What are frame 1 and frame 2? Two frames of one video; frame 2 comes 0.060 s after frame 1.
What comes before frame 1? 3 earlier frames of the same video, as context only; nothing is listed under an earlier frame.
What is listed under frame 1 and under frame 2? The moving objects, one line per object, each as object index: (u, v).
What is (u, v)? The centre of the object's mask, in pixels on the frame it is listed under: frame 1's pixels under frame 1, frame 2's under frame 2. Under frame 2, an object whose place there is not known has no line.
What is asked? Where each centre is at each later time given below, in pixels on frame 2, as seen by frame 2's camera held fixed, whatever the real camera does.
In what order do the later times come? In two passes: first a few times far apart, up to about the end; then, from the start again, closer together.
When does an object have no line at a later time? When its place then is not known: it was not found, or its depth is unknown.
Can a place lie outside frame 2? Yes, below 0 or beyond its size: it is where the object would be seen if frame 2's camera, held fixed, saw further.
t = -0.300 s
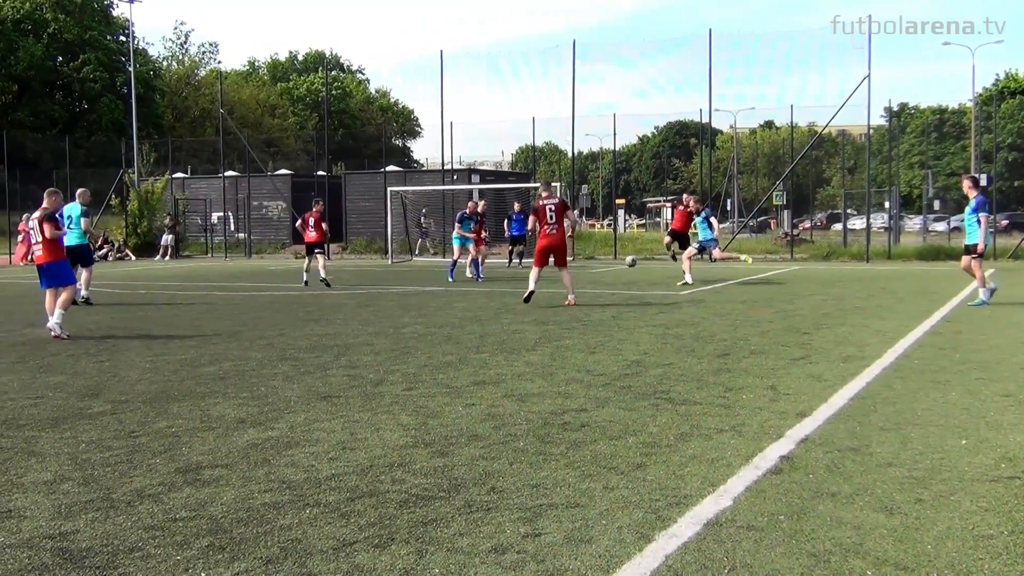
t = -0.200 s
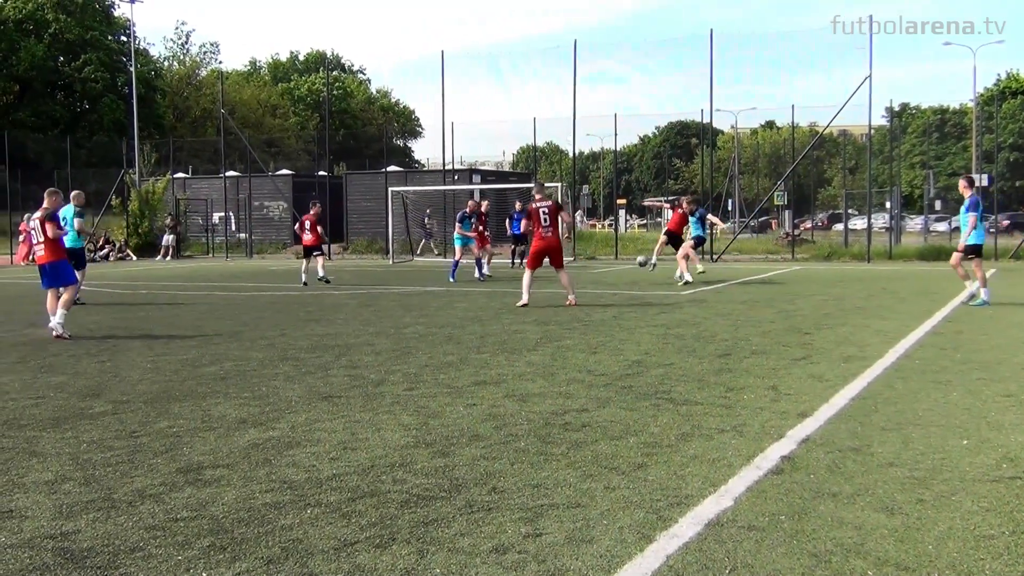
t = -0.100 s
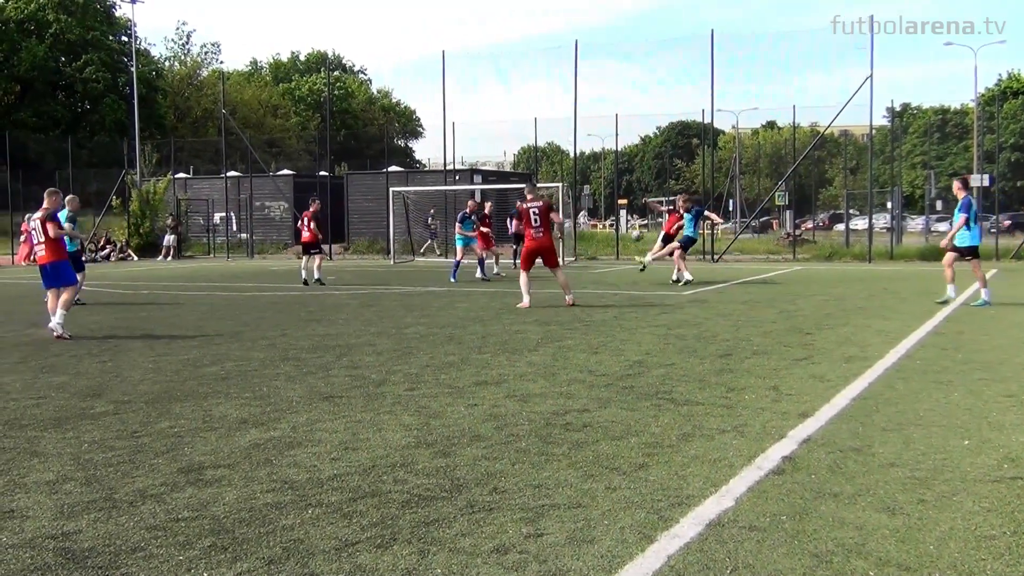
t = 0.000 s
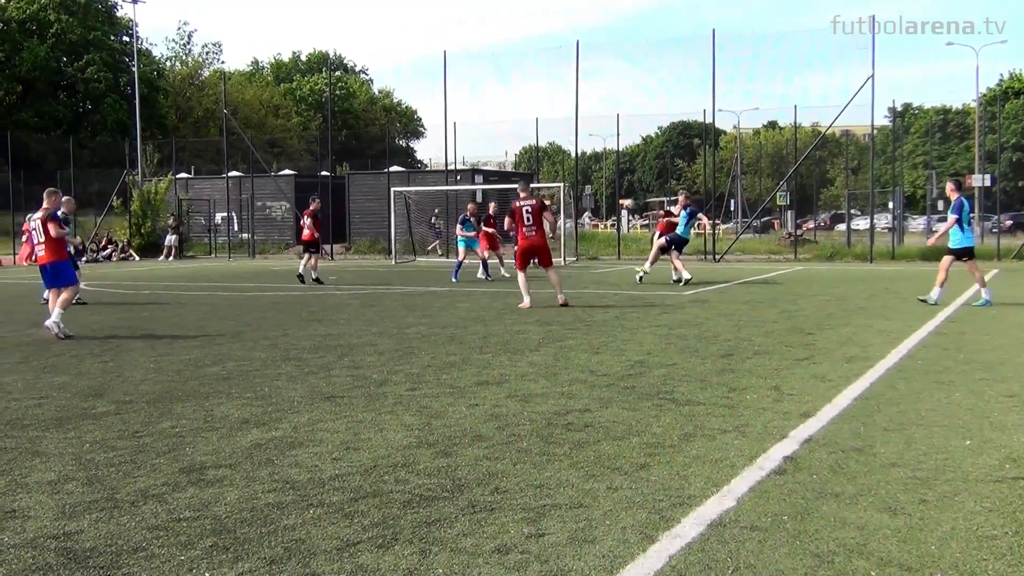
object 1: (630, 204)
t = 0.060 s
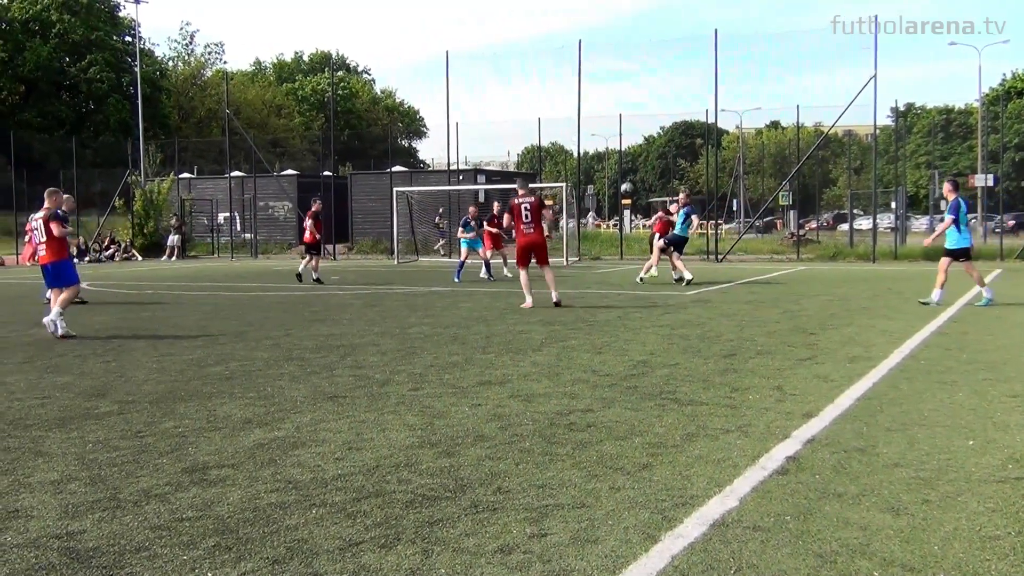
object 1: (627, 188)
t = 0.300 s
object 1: (605, 136)
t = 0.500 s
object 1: (584, 113)
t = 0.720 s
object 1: (560, 116)
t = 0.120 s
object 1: (621, 173)
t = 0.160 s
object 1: (616, 163)
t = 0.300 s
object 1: (605, 136)
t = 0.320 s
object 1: (604, 133)
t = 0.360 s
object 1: (599, 127)
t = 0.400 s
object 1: (595, 122)
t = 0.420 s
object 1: (593, 120)
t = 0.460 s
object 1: (589, 116)
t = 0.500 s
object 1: (584, 113)
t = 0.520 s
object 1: (582, 112)
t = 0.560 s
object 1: (578, 110)
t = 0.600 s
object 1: (574, 111)
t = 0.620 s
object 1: (571, 110)
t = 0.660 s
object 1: (567, 112)
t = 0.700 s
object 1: (562, 114)
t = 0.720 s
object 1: (560, 116)
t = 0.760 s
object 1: (554, 121)
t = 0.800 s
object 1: (549, 126)
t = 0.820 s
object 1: (546, 129)
